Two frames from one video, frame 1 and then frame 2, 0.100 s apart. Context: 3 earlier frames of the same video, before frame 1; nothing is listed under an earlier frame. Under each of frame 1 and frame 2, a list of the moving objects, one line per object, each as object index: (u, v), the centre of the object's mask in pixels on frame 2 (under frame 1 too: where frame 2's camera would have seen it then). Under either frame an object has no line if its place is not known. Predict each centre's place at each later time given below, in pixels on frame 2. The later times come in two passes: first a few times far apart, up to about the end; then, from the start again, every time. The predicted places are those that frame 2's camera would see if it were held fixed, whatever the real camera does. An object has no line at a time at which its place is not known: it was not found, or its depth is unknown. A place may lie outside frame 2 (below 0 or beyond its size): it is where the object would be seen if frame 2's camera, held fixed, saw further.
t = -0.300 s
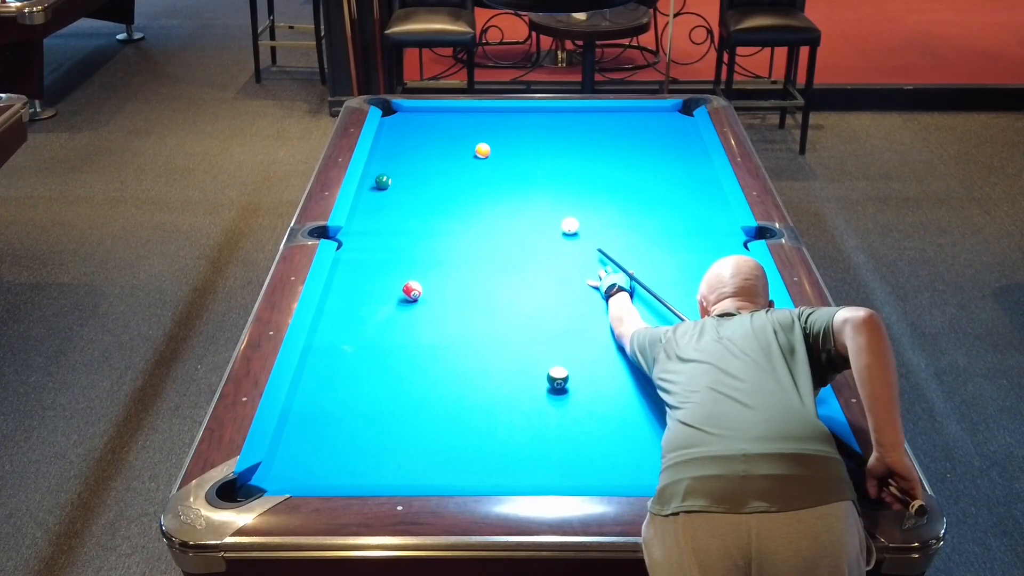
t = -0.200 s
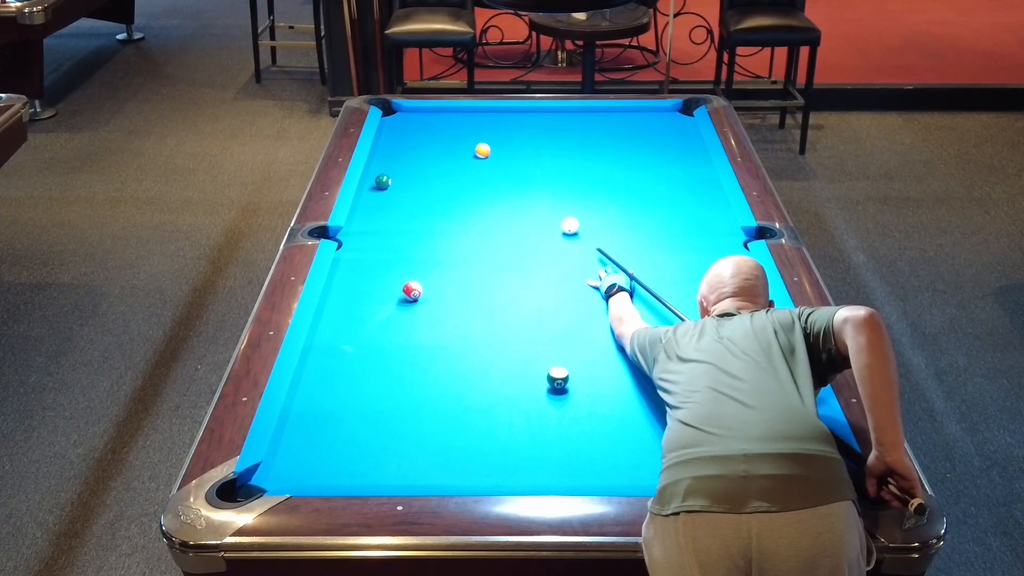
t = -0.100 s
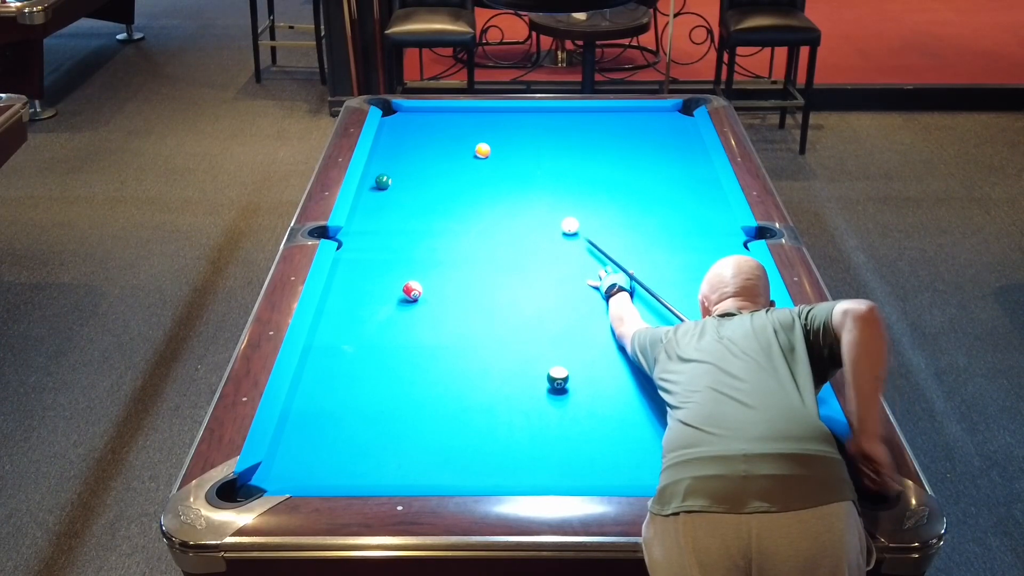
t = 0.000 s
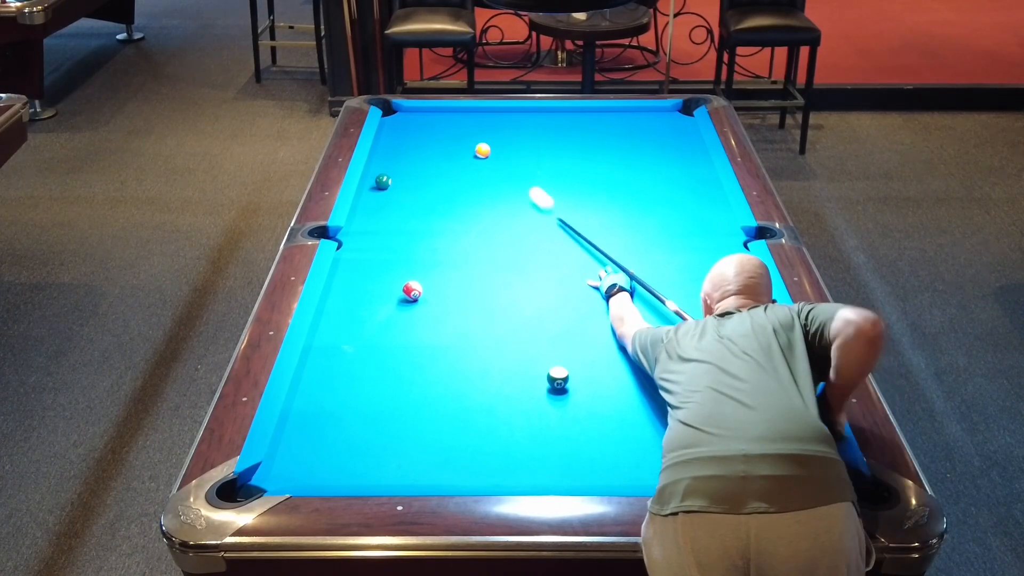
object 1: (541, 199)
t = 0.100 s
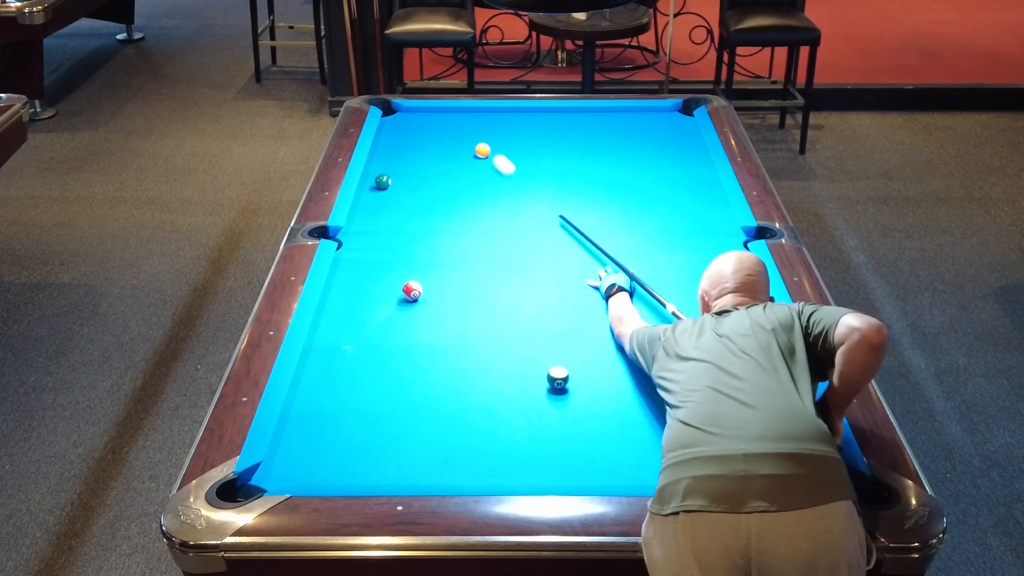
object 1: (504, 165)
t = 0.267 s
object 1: (513, 147)
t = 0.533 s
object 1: (545, 135)
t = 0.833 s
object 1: (578, 122)
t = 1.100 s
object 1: (605, 111)
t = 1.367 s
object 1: (633, 115)
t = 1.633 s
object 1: (660, 120)
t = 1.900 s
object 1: (687, 126)
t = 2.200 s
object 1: (680, 133)
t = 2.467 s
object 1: (668, 138)
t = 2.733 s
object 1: (656, 144)
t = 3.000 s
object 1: (645, 149)
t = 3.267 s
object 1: (635, 154)
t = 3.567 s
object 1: (624, 159)
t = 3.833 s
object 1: (616, 162)
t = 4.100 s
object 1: (609, 166)
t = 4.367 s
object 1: (602, 169)
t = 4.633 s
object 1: (597, 172)
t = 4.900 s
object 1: (593, 174)
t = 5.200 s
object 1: (588, 176)
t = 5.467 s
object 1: (586, 178)
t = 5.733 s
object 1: (584, 179)
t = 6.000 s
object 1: (584, 179)
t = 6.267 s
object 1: (583, 179)
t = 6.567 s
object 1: (582, 179)
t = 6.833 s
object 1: (582, 179)
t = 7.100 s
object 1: (582, 179)
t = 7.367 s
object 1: (582, 179)
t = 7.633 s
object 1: (582, 179)
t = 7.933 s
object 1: (582, 179)
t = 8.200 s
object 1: (582, 179)
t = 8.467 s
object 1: (582, 179)
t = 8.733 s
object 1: (582, 179)
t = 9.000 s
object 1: (582, 179)
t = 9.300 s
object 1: (582, 179)
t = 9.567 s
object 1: (582, 179)
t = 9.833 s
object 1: (582, 179)
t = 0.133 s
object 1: (494, 156)
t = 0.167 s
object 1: (497, 153)
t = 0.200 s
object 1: (503, 151)
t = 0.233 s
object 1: (508, 149)
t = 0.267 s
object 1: (513, 147)
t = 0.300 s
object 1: (517, 146)
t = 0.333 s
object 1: (521, 144)
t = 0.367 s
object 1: (525, 143)
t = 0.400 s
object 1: (529, 141)
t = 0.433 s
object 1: (533, 140)
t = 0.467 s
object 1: (537, 138)
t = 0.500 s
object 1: (541, 136)
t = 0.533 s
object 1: (545, 135)
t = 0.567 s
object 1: (549, 133)
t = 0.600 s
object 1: (553, 132)
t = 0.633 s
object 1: (556, 130)
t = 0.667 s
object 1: (560, 129)
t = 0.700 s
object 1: (564, 127)
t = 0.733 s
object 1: (567, 126)
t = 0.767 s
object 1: (571, 125)
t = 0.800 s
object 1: (575, 123)
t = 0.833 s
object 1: (578, 122)
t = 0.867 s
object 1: (582, 120)
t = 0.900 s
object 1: (585, 119)
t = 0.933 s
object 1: (588, 118)
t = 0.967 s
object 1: (592, 116)
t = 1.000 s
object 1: (595, 115)
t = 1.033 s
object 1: (598, 114)
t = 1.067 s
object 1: (602, 112)
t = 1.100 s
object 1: (605, 111)
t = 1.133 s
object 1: (608, 110)
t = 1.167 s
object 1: (612, 110)
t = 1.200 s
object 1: (615, 111)
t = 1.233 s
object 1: (619, 111)
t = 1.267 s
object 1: (622, 112)
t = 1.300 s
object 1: (626, 113)
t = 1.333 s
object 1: (629, 114)
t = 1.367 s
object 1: (633, 115)
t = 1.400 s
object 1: (636, 115)
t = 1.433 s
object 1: (640, 116)
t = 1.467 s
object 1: (643, 117)
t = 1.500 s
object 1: (647, 117)
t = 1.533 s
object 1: (650, 118)
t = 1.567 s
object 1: (653, 119)
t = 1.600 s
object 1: (657, 120)
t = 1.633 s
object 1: (660, 120)
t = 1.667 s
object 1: (664, 121)
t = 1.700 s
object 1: (667, 122)
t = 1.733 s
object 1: (670, 122)
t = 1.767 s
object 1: (674, 123)
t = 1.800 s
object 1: (677, 124)
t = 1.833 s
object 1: (681, 125)
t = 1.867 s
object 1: (684, 125)
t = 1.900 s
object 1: (687, 126)
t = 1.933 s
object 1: (691, 127)
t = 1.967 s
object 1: (690, 128)
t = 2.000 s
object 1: (689, 128)
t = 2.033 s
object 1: (687, 129)
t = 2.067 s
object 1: (686, 130)
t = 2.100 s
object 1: (684, 131)
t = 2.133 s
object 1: (683, 131)
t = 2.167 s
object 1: (681, 132)
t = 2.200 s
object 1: (680, 133)
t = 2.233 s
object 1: (678, 134)
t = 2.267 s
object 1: (676, 134)
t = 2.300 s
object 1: (675, 135)
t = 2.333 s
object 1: (674, 136)
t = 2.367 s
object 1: (672, 136)
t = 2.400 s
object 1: (670, 137)
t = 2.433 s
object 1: (669, 138)
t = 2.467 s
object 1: (668, 138)
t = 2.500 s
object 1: (666, 139)
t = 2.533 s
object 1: (665, 140)
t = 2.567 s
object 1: (663, 141)
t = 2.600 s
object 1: (662, 141)
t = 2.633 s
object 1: (660, 142)
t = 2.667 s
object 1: (659, 143)
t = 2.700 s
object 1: (657, 143)
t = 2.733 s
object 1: (656, 144)
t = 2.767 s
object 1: (655, 145)
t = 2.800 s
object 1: (653, 145)
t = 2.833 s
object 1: (652, 146)
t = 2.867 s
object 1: (650, 147)
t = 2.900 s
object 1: (649, 147)
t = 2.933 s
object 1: (648, 148)
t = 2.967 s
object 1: (646, 148)
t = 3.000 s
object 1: (645, 149)
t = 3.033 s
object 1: (644, 150)
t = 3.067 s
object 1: (642, 150)
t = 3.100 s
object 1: (641, 151)
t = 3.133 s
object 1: (640, 151)
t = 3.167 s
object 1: (639, 152)
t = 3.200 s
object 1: (637, 153)
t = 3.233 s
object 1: (636, 153)
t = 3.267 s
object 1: (635, 154)
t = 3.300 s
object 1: (634, 154)
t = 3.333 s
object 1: (632, 155)
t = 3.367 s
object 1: (631, 155)
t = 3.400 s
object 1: (630, 156)
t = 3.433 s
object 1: (629, 156)
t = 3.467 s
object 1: (628, 157)
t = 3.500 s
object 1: (627, 157)
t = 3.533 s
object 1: (625, 158)
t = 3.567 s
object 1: (624, 159)
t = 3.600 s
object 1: (623, 159)
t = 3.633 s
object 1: (622, 160)
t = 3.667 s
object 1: (621, 160)
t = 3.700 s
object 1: (620, 161)
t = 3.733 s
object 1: (619, 161)
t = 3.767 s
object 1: (618, 161)
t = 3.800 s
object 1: (617, 162)
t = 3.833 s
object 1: (616, 162)
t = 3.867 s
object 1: (615, 163)
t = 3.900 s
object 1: (614, 163)
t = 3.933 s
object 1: (613, 164)
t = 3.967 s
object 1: (612, 164)
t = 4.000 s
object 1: (611, 165)
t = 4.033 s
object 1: (610, 165)
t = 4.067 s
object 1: (609, 166)
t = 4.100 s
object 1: (609, 166)
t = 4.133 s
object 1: (608, 166)
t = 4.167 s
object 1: (607, 167)
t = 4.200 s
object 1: (606, 167)
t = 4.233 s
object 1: (605, 168)
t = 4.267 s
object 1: (604, 168)
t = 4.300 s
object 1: (604, 169)
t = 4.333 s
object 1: (603, 169)
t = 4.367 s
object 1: (602, 169)
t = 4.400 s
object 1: (601, 170)
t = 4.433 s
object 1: (601, 170)
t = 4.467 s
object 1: (600, 170)
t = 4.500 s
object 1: (599, 171)
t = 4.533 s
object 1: (599, 171)
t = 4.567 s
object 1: (598, 171)
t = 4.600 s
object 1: (597, 172)
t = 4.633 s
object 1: (597, 172)
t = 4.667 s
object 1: (596, 172)
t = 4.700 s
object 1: (596, 173)
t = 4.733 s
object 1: (595, 173)
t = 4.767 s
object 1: (595, 173)
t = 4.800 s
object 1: (594, 174)
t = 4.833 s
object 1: (593, 174)
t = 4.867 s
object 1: (593, 174)
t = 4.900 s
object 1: (593, 174)
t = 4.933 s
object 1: (592, 175)
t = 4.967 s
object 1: (592, 175)
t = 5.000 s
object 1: (591, 175)
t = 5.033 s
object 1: (591, 175)
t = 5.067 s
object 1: (590, 176)
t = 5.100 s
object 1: (590, 176)
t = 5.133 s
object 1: (589, 176)
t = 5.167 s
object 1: (589, 176)
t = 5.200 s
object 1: (588, 176)
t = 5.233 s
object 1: (588, 177)
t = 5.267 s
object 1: (588, 177)
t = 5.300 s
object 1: (587, 177)
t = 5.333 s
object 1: (587, 177)
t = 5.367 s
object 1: (587, 177)
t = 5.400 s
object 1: (586, 177)
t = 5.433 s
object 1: (586, 178)
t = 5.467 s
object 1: (586, 178)
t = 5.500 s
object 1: (585, 178)
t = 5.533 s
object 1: (585, 178)
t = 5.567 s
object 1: (585, 178)
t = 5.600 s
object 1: (585, 178)
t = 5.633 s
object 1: (585, 178)
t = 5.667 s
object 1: (585, 178)
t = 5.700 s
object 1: (585, 178)
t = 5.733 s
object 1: (584, 179)
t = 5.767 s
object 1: (584, 179)
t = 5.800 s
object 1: (584, 179)
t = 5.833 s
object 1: (584, 179)
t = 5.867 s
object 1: (584, 179)
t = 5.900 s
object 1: (584, 178)
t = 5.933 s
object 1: (584, 179)
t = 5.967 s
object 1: (584, 179)
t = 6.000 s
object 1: (584, 179)
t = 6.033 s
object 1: (583, 179)
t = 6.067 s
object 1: (584, 179)
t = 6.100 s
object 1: (583, 179)
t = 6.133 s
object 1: (583, 179)
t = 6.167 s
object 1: (583, 179)
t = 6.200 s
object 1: (583, 179)
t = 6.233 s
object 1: (583, 179)
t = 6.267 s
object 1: (583, 179)
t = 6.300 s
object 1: (583, 179)
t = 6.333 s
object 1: (582, 179)
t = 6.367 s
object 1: (582, 179)
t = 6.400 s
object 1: (582, 179)
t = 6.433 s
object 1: (582, 179)
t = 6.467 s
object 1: (582, 179)
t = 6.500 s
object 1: (582, 179)
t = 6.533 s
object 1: (582, 179)
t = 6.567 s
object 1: (582, 179)
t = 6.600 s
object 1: (582, 179)
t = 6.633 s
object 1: (582, 179)
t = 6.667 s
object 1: (582, 179)
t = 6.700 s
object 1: (582, 179)
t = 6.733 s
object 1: (582, 179)
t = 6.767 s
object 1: (582, 179)
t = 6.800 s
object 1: (582, 179)
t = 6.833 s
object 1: (582, 179)
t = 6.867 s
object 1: (582, 179)
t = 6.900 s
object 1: (582, 179)
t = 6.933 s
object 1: (582, 179)
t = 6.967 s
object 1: (582, 179)
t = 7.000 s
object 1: (582, 179)
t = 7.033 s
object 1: (582, 179)
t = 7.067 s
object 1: (582, 179)
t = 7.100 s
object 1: (582, 179)
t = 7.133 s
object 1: (582, 179)
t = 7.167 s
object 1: (582, 179)
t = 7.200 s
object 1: (582, 179)
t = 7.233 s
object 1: (582, 179)
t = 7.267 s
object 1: (582, 179)
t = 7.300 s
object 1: (582, 179)
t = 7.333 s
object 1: (582, 179)
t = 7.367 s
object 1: (582, 179)
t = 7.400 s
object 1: (582, 179)
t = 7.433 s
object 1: (582, 179)
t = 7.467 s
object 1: (582, 179)
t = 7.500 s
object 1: (582, 179)
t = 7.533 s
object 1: (582, 179)
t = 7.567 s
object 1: (582, 179)
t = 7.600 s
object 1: (582, 179)
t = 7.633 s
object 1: (582, 179)
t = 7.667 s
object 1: (582, 179)
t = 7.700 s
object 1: (582, 179)
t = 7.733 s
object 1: (582, 179)
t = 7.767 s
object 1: (582, 179)
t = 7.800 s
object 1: (582, 179)
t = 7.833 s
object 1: (582, 179)
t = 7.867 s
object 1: (582, 179)
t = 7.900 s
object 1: (582, 179)
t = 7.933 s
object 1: (582, 179)
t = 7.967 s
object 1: (582, 179)
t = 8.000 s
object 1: (582, 179)
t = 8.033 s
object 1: (582, 179)
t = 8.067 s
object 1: (582, 179)
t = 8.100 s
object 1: (582, 179)
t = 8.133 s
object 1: (582, 179)
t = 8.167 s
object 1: (582, 179)
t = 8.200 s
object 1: (582, 179)
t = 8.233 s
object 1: (582, 179)
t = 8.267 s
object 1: (582, 179)
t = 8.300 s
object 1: (582, 179)
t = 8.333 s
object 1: (582, 179)
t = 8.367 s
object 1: (582, 179)
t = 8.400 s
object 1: (582, 179)
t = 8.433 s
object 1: (582, 179)
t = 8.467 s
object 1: (582, 179)
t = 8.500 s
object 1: (582, 179)
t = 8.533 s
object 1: (582, 179)
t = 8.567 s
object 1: (582, 179)
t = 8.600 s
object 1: (582, 179)
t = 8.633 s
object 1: (582, 179)
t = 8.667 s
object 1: (582, 179)
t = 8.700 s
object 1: (582, 179)
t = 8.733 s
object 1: (582, 179)
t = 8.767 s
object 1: (582, 179)
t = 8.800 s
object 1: (582, 179)
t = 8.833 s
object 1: (582, 179)
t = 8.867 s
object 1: (582, 179)
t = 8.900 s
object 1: (582, 179)
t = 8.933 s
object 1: (582, 179)
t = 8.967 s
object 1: (582, 179)
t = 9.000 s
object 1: (582, 179)
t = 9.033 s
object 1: (582, 179)
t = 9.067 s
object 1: (582, 179)
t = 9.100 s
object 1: (582, 179)
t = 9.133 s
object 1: (582, 179)
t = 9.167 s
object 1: (582, 179)
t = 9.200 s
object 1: (582, 179)
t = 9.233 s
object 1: (582, 179)
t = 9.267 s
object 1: (582, 179)
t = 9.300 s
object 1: (582, 179)
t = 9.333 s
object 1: (582, 179)
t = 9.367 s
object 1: (582, 179)
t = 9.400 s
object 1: (582, 179)
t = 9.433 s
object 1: (582, 179)
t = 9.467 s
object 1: (582, 179)
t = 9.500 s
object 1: (582, 179)
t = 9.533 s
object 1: (582, 179)
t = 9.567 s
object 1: (582, 179)
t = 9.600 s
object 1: (582, 179)
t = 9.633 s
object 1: (582, 179)
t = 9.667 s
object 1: (582, 179)
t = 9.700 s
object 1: (582, 179)
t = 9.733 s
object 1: (582, 179)
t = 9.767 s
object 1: (582, 179)
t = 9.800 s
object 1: (582, 179)
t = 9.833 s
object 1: (582, 179)
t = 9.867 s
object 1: (582, 179)
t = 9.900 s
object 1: (582, 179)
